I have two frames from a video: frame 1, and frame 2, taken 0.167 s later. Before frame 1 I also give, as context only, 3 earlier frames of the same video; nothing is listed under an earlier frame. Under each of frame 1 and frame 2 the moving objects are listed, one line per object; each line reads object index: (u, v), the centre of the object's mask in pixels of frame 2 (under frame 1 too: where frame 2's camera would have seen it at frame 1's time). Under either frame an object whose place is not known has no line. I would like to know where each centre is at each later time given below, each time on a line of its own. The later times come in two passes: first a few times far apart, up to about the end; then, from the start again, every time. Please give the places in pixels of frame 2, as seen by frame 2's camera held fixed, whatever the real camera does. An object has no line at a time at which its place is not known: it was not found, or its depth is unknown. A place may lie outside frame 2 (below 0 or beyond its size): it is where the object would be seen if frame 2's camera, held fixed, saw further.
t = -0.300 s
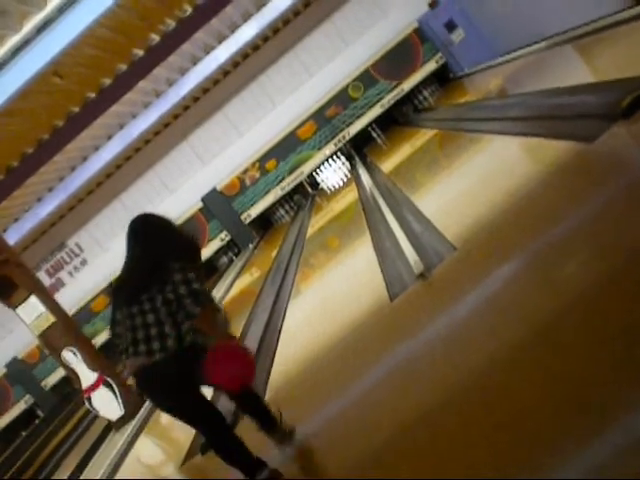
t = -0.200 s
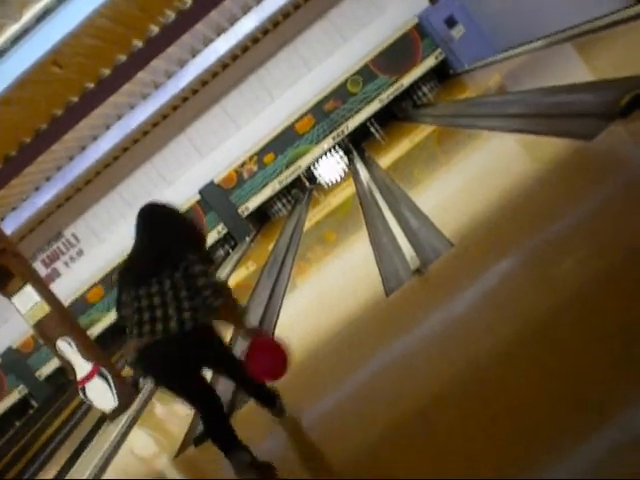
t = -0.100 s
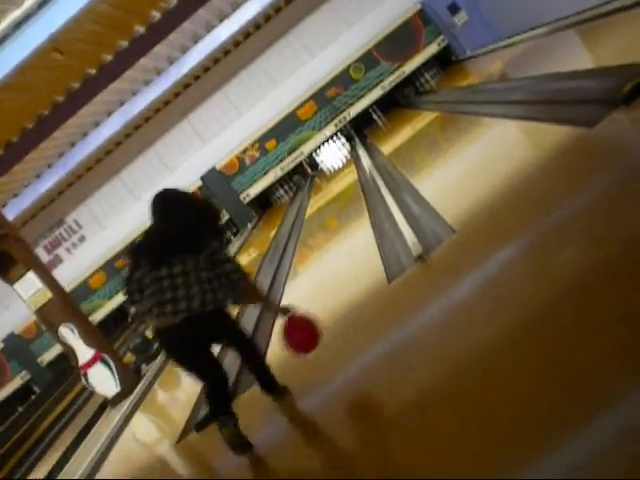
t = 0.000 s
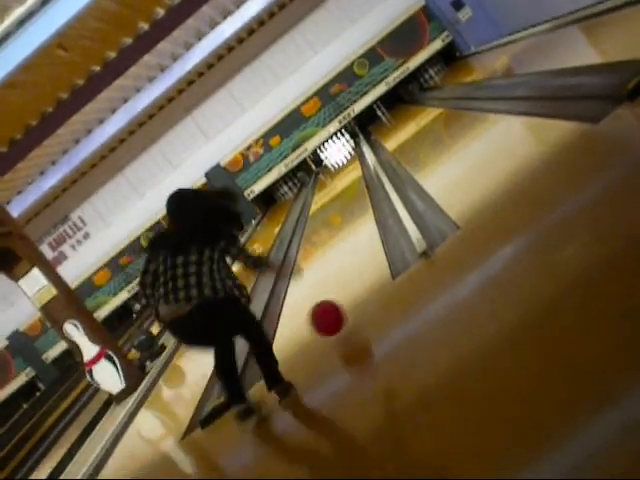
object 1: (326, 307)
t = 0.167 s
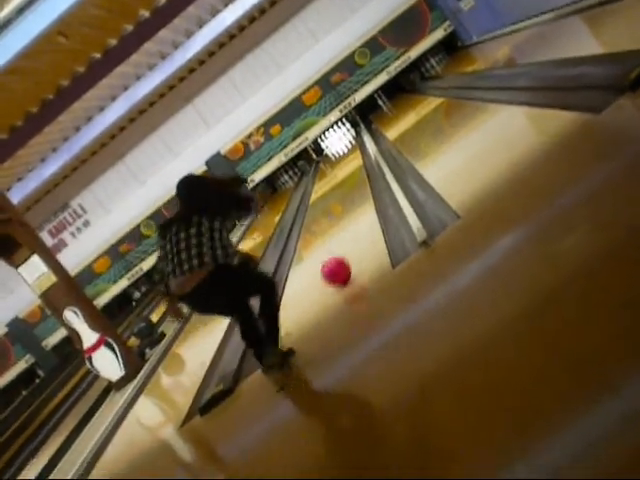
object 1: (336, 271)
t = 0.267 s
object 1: (339, 254)
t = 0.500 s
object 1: (343, 223)
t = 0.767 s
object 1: (347, 199)
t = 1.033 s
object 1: (350, 182)
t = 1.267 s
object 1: (353, 171)
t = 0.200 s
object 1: (337, 265)
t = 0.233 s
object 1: (338, 259)
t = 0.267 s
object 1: (339, 254)
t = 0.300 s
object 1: (339, 248)
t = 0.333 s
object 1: (340, 243)
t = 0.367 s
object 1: (340, 239)
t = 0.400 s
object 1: (341, 234)
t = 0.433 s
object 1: (342, 230)
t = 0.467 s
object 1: (342, 227)
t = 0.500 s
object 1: (343, 223)
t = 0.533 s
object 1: (343, 219)
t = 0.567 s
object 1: (343, 216)
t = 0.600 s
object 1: (343, 213)
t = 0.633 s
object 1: (344, 210)
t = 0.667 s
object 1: (344, 207)
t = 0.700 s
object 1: (344, 204)
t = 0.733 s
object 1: (346, 203)
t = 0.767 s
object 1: (347, 199)
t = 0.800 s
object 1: (348, 197)
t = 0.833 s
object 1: (348, 195)
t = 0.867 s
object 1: (348, 192)
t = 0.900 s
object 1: (349, 190)
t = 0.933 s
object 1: (349, 189)
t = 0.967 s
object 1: (350, 187)
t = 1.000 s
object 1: (350, 184)
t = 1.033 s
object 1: (350, 182)
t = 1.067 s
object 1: (351, 180)
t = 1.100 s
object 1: (351, 178)
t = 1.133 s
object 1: (351, 177)
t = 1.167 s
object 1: (352, 175)
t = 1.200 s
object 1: (352, 174)
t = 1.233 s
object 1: (352, 172)
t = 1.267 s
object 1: (353, 171)
